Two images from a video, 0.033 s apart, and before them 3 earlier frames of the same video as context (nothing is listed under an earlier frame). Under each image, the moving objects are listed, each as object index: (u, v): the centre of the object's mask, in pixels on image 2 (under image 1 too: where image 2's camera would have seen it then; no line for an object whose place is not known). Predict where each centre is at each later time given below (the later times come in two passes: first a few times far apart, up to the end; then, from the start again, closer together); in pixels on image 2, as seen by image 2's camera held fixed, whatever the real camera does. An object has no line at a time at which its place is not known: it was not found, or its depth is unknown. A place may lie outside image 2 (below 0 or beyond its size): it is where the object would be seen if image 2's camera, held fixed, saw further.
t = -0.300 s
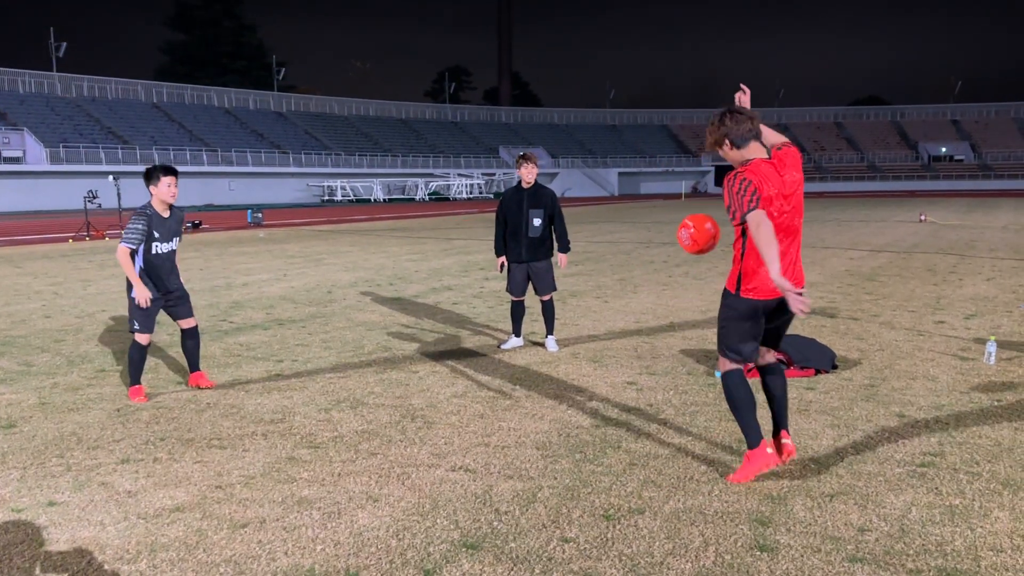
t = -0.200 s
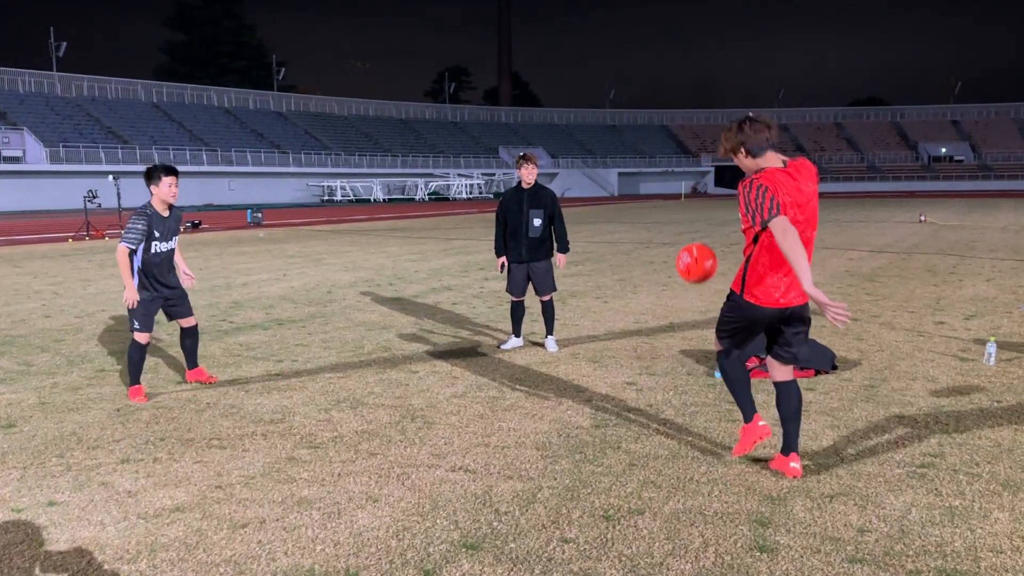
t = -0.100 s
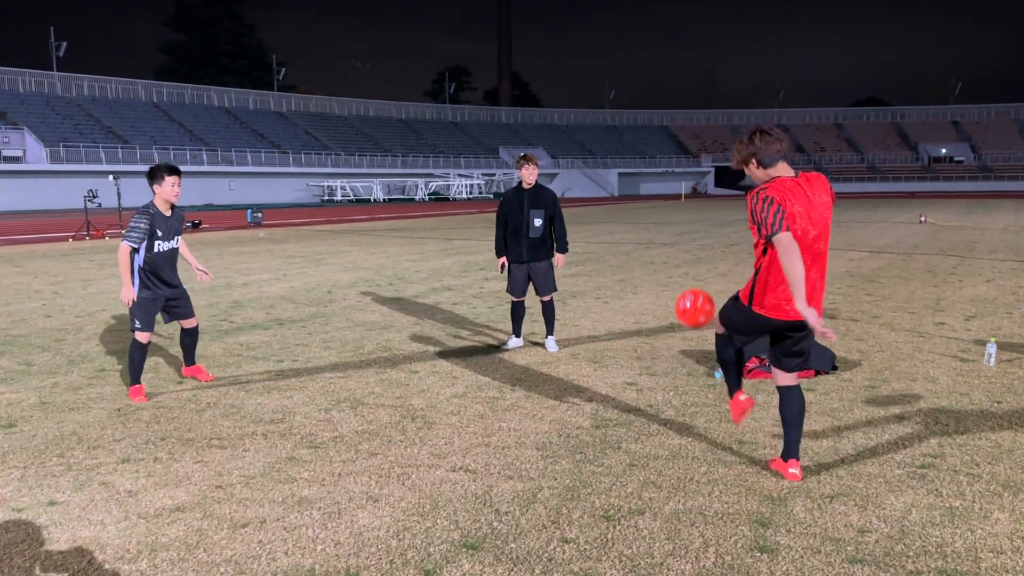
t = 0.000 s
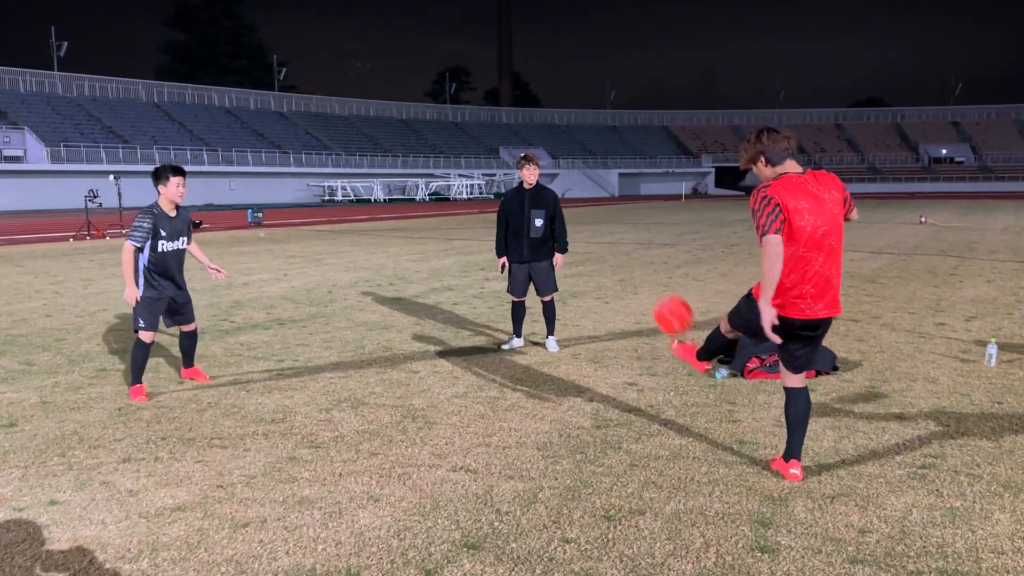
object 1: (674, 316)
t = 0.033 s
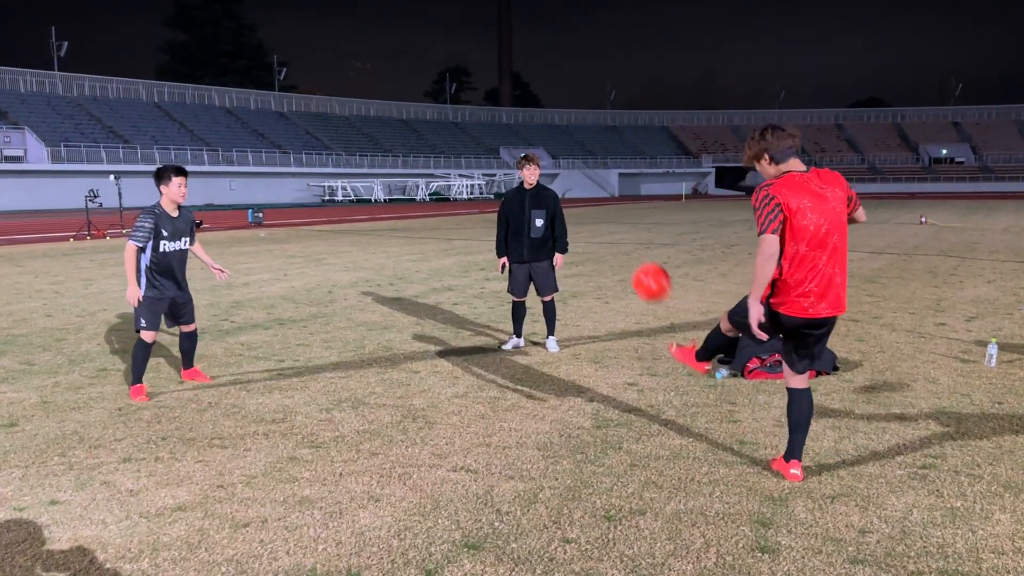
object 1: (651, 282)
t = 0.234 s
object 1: (527, 131)
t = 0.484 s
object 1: (388, 49)
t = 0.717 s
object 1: (278, 70)
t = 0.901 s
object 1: (207, 141)
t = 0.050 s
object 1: (641, 266)
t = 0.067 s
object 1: (629, 251)
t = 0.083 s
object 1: (619, 236)
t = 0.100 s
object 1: (609, 223)
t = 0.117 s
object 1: (598, 209)
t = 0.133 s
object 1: (588, 196)
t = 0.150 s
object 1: (578, 184)
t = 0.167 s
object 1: (567, 172)
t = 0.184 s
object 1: (557, 161)
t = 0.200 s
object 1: (546, 150)
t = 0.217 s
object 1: (536, 140)
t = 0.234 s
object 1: (527, 131)
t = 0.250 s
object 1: (517, 122)
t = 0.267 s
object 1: (507, 113)
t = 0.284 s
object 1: (498, 106)
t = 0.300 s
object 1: (488, 98)
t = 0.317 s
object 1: (478, 91)
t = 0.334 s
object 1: (469, 85)
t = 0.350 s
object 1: (460, 79)
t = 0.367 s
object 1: (450, 74)
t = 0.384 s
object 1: (441, 69)
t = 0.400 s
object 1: (432, 64)
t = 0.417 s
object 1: (423, 60)
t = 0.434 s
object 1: (414, 57)
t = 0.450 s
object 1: (405, 54)
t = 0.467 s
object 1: (396, 51)
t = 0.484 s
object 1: (388, 49)
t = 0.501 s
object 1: (379, 48)
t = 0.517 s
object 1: (371, 47)
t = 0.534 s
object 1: (363, 46)
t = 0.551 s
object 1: (354, 46)
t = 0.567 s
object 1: (346, 46)
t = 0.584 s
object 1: (338, 47)
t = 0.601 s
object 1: (330, 48)
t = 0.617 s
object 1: (322, 50)
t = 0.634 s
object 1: (315, 52)
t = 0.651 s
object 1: (307, 55)
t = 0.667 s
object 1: (300, 58)
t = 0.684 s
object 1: (292, 62)
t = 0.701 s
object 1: (285, 66)
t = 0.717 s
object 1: (278, 70)
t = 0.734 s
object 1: (271, 74)
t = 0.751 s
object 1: (264, 80)
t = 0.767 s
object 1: (257, 85)
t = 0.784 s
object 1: (251, 91)
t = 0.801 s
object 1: (244, 97)
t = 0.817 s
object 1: (238, 104)
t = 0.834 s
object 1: (231, 110)
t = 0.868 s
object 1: (219, 125)
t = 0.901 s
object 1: (207, 141)
